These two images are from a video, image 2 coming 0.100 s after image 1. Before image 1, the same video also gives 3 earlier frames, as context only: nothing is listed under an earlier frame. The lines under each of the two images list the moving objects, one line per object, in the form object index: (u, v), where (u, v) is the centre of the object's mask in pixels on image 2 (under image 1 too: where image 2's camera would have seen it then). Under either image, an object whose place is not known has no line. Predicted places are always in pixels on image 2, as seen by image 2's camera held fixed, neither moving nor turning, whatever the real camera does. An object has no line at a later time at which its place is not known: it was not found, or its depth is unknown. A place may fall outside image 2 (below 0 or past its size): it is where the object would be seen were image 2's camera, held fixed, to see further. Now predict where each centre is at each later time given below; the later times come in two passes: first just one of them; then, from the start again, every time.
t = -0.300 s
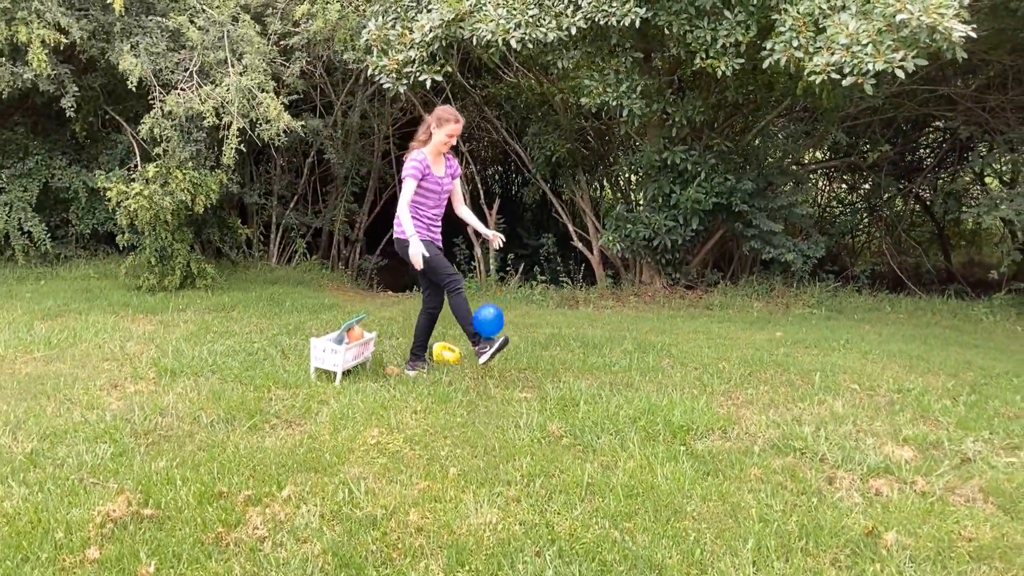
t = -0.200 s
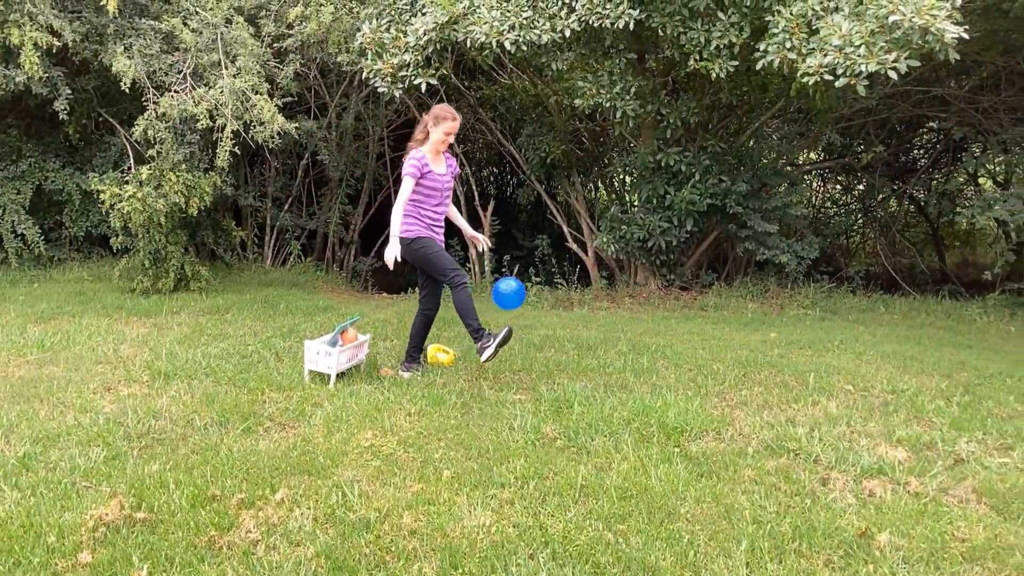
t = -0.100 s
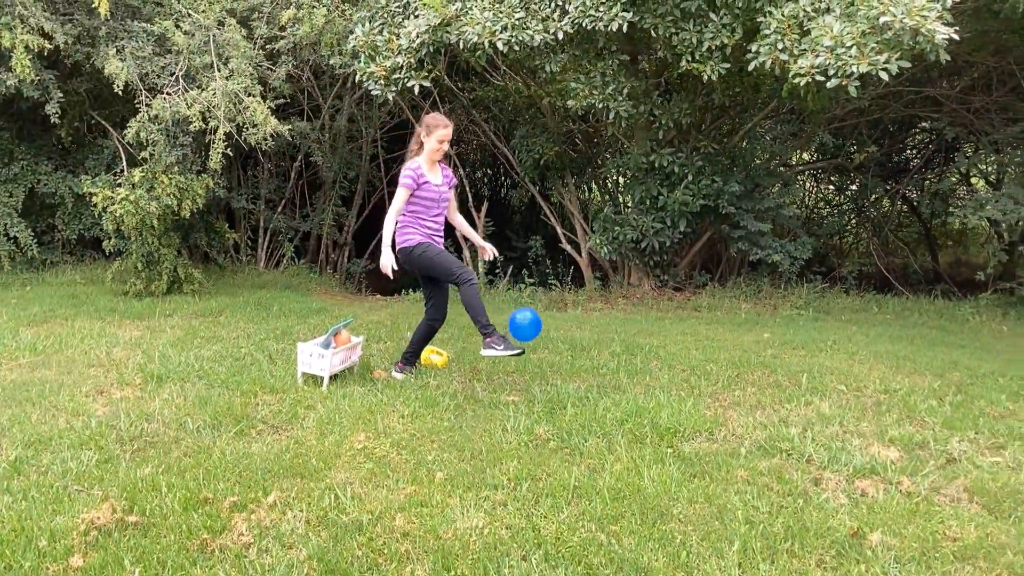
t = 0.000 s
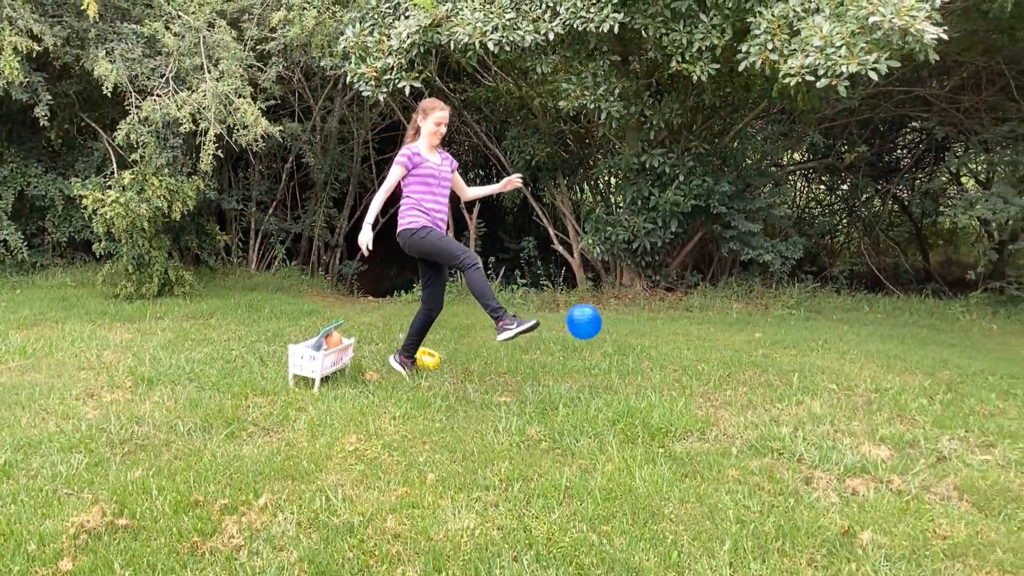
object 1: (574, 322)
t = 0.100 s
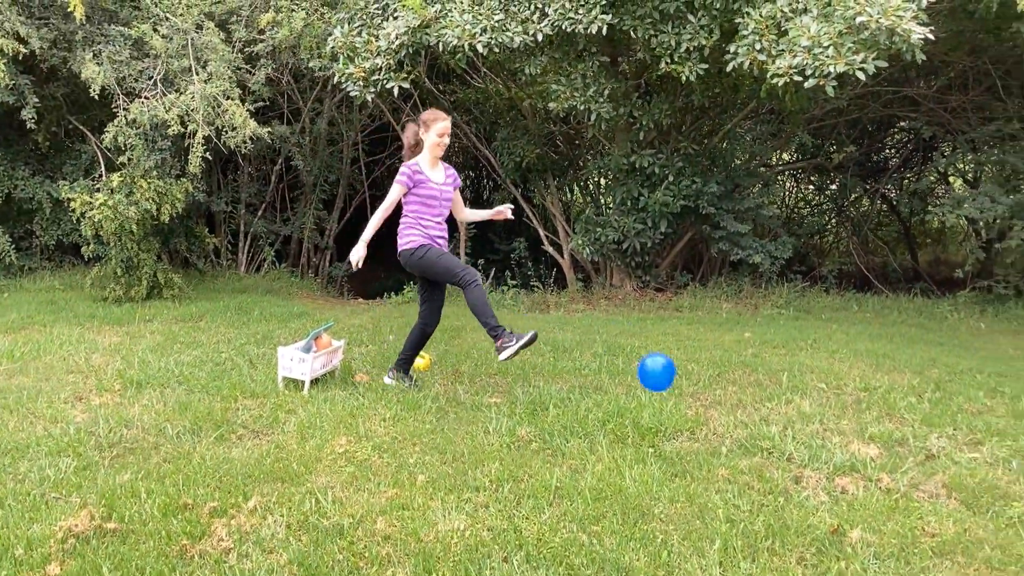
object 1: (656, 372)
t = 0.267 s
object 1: (756, 427)
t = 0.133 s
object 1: (684, 408)
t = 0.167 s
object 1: (706, 440)
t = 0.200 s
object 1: (730, 439)
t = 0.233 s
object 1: (745, 430)
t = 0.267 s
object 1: (756, 427)
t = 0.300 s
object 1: (775, 433)
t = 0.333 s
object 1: (791, 449)
